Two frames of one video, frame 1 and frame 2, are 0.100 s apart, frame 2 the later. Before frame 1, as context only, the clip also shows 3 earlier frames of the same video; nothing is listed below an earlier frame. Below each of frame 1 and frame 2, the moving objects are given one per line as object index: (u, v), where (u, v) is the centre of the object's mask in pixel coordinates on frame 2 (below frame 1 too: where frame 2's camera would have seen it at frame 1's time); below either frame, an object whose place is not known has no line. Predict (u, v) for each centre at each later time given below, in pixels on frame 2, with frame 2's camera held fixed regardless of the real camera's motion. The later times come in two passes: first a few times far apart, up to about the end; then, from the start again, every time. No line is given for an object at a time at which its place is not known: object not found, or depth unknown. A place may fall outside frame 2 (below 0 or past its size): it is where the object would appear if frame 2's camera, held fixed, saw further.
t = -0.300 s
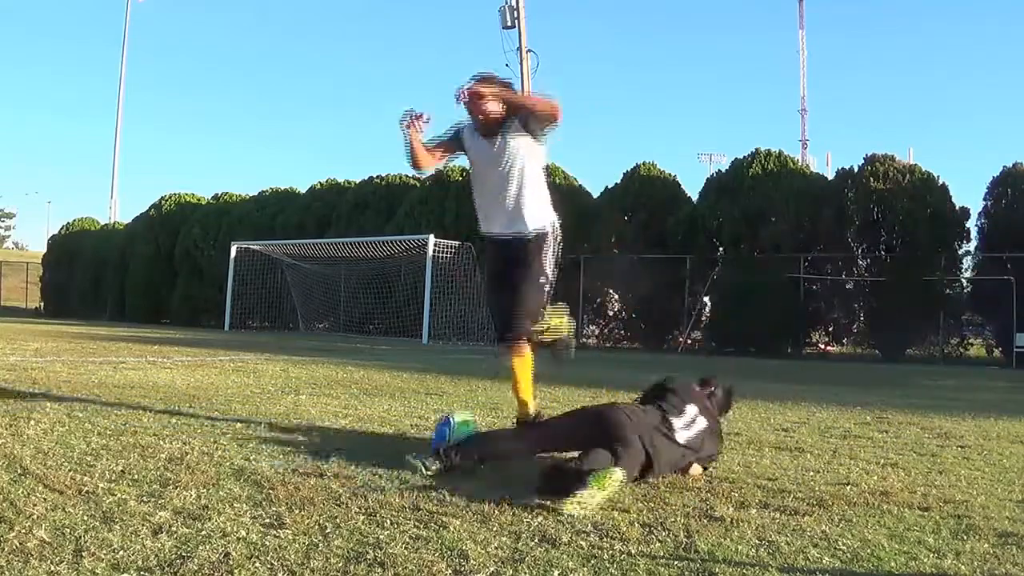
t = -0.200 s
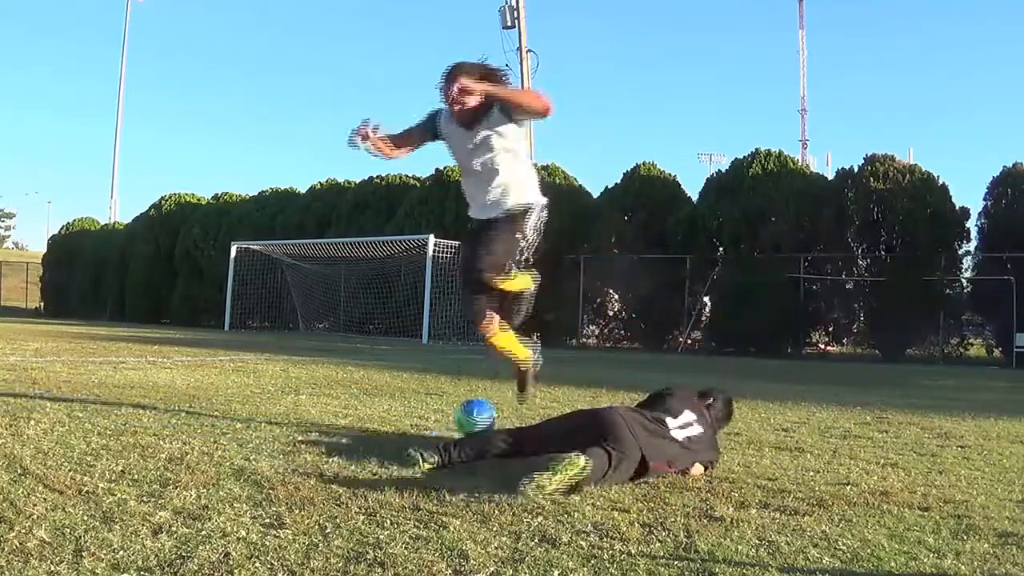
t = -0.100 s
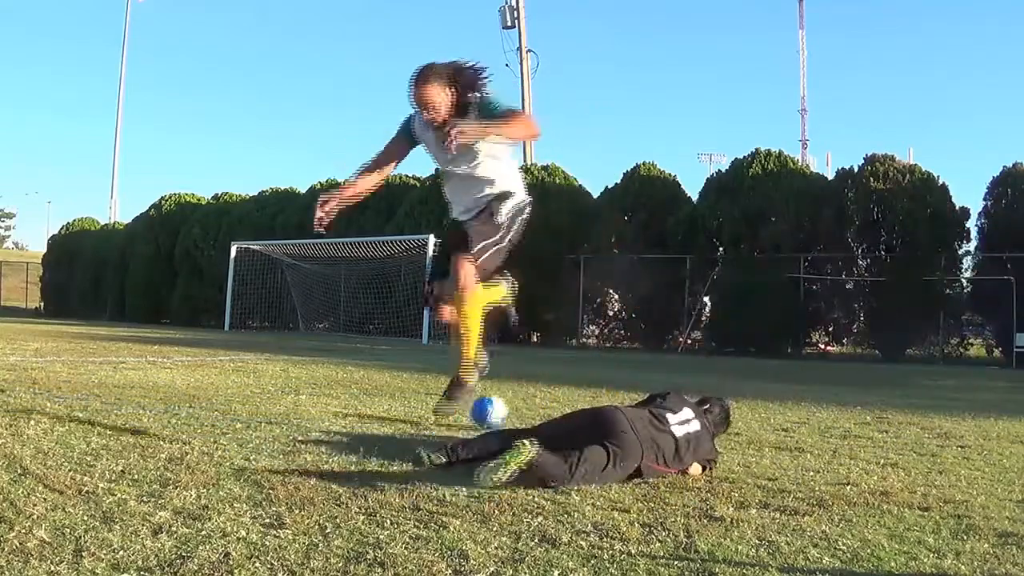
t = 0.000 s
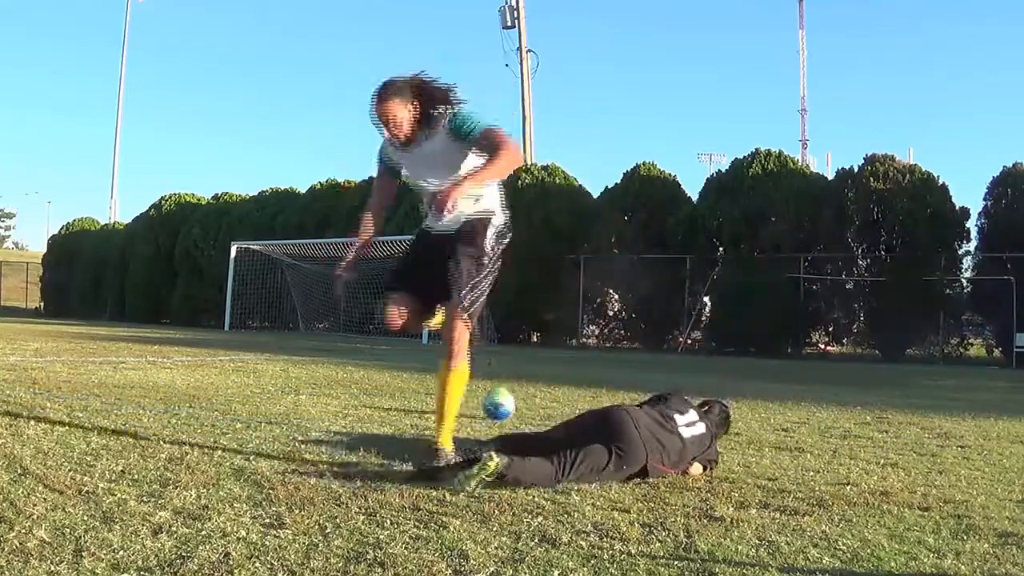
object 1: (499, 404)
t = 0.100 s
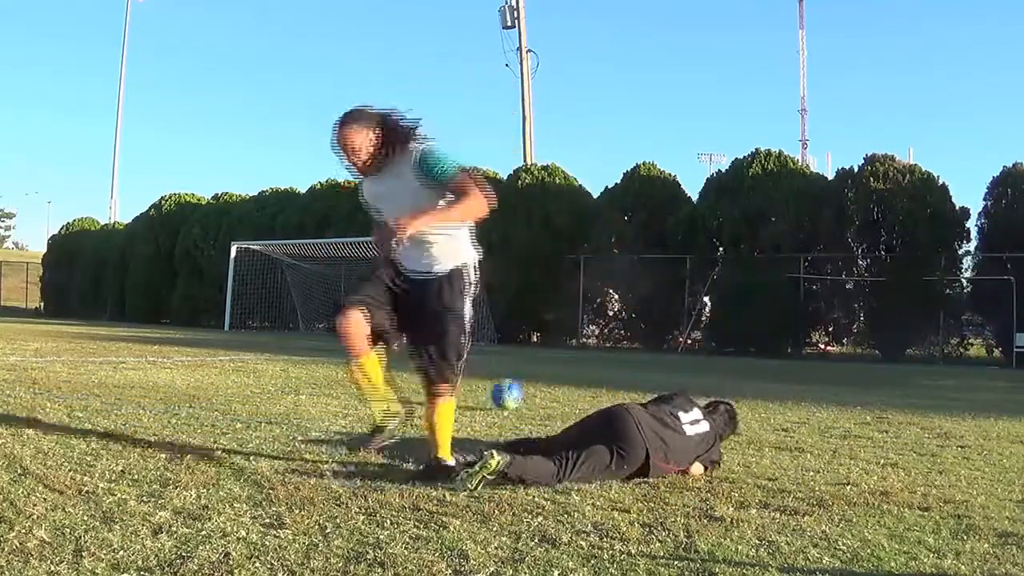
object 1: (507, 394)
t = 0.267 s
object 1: (516, 387)
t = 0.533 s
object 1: (526, 380)
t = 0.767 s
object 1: (534, 373)
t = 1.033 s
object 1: (542, 369)
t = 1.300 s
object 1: (551, 366)
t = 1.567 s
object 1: (560, 364)
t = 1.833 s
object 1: (568, 362)
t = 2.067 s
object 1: (578, 361)
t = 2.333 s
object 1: (582, 361)
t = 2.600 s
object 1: (596, 359)
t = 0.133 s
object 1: (508, 391)
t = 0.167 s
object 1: (510, 390)
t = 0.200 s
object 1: (511, 390)
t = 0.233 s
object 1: (514, 389)
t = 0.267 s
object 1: (516, 387)
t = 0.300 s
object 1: (517, 385)
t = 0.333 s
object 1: (518, 385)
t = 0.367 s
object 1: (519, 384)
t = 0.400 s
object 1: (522, 383)
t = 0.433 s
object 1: (524, 380)
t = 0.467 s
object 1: (524, 380)
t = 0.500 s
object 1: (525, 380)
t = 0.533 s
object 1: (526, 380)
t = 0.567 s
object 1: (527, 379)
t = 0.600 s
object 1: (528, 377)
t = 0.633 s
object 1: (530, 376)
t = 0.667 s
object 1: (531, 377)
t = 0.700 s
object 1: (531, 376)
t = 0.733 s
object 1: (533, 375)
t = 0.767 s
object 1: (534, 373)
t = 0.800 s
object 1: (535, 372)
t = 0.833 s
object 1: (536, 372)
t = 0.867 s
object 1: (537, 371)
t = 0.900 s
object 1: (539, 371)
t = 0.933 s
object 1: (539, 371)
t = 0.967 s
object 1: (541, 370)
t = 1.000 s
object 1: (541, 370)
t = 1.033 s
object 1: (542, 369)
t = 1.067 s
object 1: (544, 368)
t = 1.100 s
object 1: (545, 368)
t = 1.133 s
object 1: (546, 368)
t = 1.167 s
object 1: (548, 367)
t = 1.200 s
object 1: (549, 367)
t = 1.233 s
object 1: (549, 367)
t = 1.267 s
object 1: (550, 366)
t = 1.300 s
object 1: (551, 366)
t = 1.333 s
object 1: (551, 366)
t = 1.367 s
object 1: (553, 365)
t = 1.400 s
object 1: (555, 364)
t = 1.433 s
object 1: (555, 364)
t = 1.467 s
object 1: (557, 364)
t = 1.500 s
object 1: (556, 364)
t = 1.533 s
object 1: (558, 364)
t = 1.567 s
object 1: (560, 364)
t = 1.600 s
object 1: (561, 364)
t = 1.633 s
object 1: (561, 363)
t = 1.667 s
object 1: (563, 362)
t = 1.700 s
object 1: (565, 362)
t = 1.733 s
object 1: (567, 362)
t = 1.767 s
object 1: (569, 362)
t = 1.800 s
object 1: (569, 362)
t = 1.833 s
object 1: (568, 362)
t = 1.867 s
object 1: (569, 363)
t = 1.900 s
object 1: (571, 363)
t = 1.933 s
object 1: (572, 361)
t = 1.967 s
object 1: (574, 361)
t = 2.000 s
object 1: (576, 361)
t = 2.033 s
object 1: (577, 361)
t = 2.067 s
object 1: (578, 361)
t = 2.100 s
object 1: (579, 361)
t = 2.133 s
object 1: (579, 361)
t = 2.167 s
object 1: (580, 361)
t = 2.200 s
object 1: (580, 361)
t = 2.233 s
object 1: (581, 361)
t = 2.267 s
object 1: (581, 361)
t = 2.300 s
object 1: (581, 361)
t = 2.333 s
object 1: (582, 361)
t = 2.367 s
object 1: (583, 361)
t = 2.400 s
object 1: (584, 360)
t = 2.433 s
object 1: (587, 360)
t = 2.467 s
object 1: (588, 359)
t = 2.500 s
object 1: (588, 359)
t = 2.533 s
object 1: (589, 359)
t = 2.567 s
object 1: (590, 358)
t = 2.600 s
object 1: (596, 359)
